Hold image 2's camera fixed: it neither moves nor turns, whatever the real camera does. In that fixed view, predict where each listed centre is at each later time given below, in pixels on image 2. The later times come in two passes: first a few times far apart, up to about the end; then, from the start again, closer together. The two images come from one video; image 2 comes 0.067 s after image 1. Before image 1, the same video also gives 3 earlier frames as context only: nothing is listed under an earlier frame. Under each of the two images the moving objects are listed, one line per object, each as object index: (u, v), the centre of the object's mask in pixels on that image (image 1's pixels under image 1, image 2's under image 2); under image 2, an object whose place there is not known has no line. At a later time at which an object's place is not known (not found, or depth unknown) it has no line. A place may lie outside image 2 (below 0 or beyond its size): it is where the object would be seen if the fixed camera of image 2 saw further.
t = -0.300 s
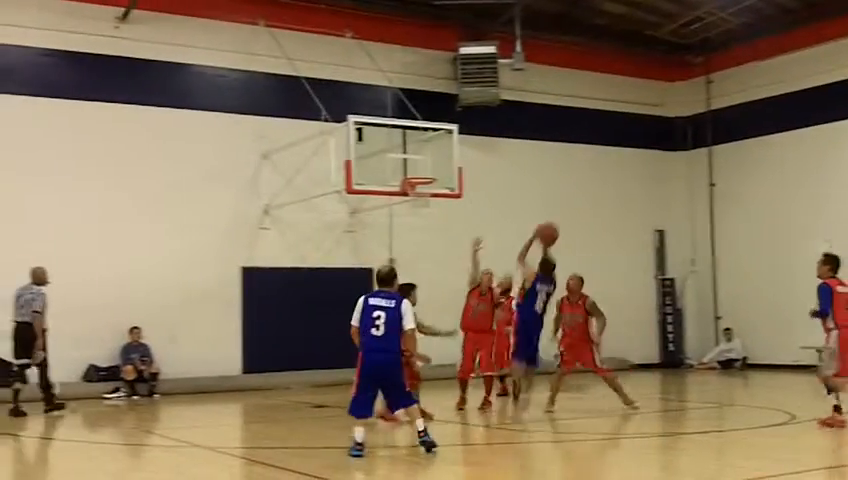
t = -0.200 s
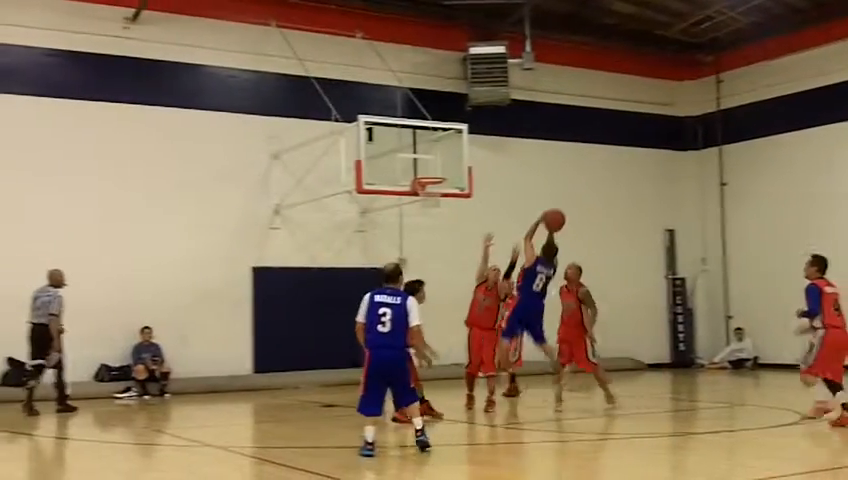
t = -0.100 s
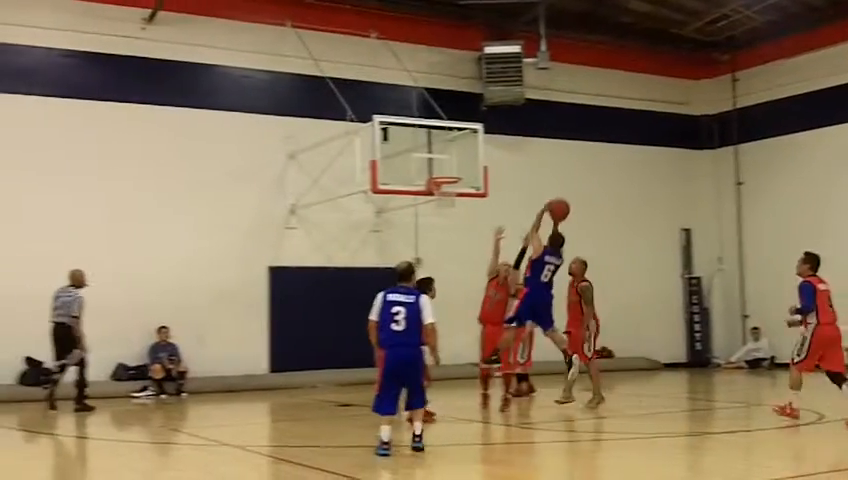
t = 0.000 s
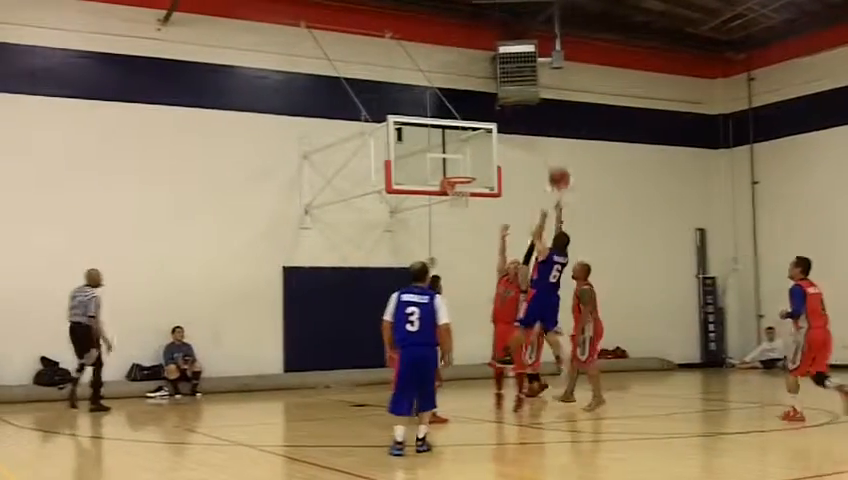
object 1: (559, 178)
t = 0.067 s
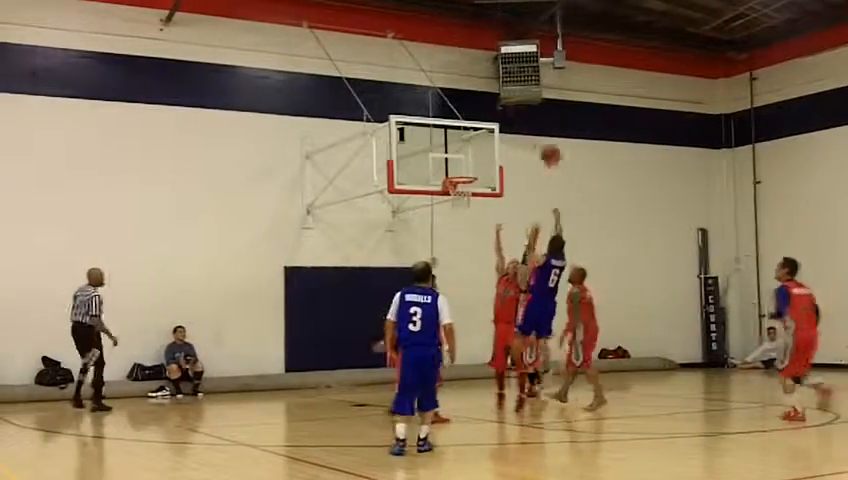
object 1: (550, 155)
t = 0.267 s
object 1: (517, 112)
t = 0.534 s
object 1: (489, 108)
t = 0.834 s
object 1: (456, 164)
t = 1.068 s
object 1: (463, 153)
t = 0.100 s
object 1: (544, 145)
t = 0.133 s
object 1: (539, 136)
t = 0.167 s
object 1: (535, 128)
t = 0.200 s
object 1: (529, 121)
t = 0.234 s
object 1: (524, 116)
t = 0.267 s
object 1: (517, 112)
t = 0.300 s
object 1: (514, 109)
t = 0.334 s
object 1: (514, 109)
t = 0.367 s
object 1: (510, 108)
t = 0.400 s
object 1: (501, 105)
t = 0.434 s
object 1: (498, 105)
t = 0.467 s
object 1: (494, 105)
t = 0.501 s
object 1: (491, 106)
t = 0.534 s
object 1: (489, 108)
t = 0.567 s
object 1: (486, 112)
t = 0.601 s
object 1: (482, 115)
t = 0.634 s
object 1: (477, 119)
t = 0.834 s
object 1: (456, 164)
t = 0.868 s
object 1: (454, 171)
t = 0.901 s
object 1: (454, 173)
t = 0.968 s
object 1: (470, 170)
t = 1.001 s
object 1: (467, 164)
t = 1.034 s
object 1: (465, 158)
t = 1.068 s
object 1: (463, 153)
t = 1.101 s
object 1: (461, 150)
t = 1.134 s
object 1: (459, 146)
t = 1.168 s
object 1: (457, 144)
